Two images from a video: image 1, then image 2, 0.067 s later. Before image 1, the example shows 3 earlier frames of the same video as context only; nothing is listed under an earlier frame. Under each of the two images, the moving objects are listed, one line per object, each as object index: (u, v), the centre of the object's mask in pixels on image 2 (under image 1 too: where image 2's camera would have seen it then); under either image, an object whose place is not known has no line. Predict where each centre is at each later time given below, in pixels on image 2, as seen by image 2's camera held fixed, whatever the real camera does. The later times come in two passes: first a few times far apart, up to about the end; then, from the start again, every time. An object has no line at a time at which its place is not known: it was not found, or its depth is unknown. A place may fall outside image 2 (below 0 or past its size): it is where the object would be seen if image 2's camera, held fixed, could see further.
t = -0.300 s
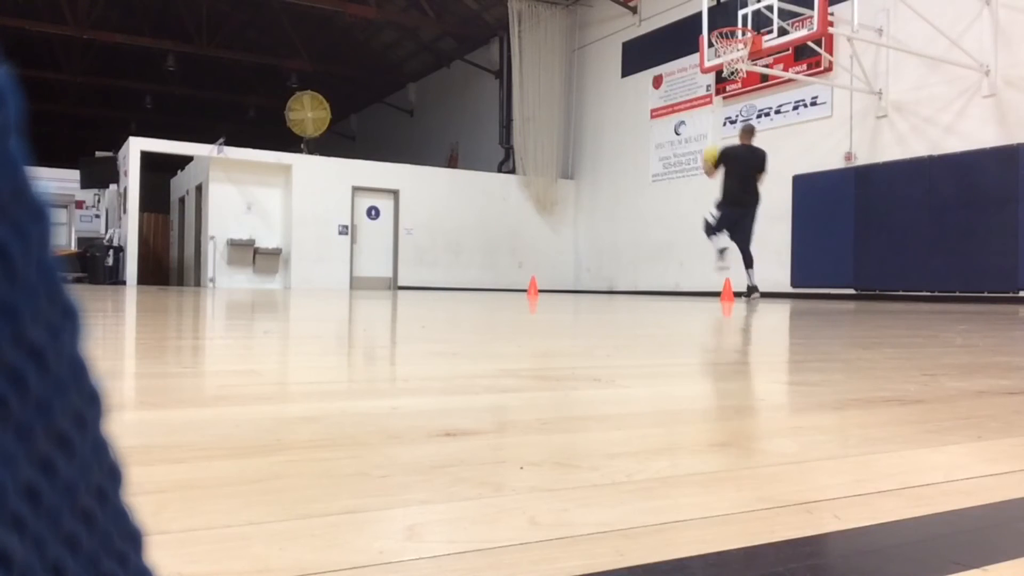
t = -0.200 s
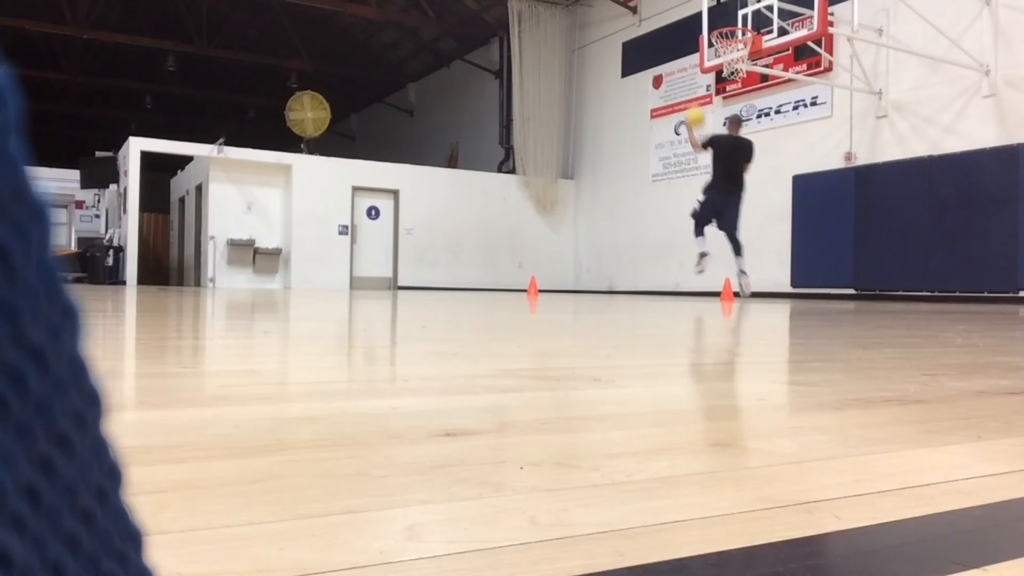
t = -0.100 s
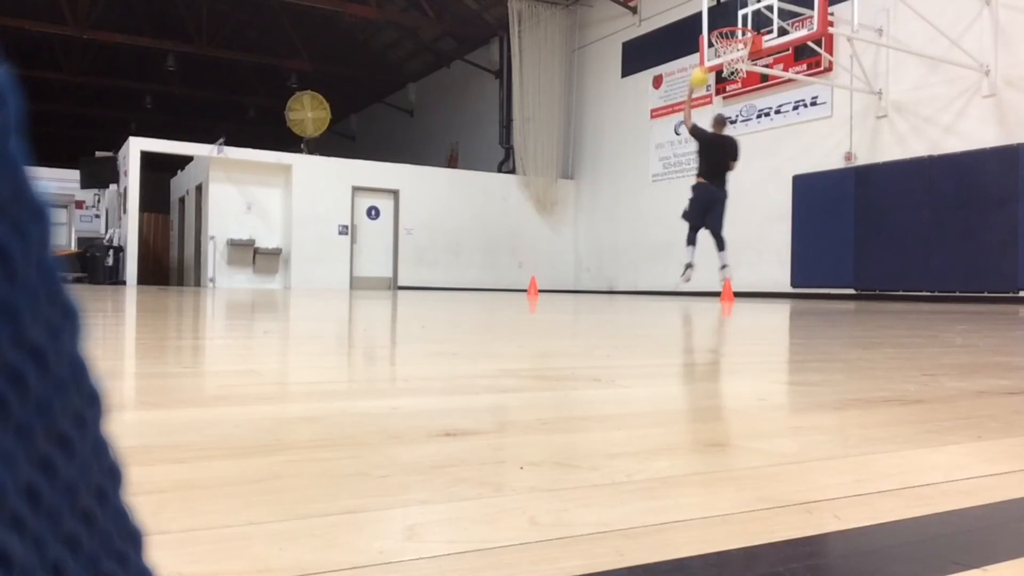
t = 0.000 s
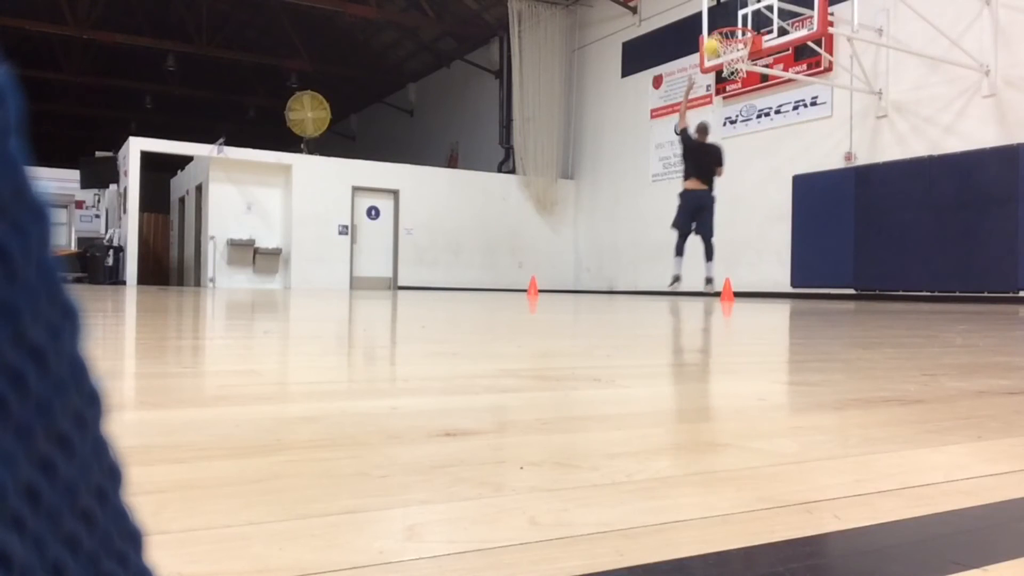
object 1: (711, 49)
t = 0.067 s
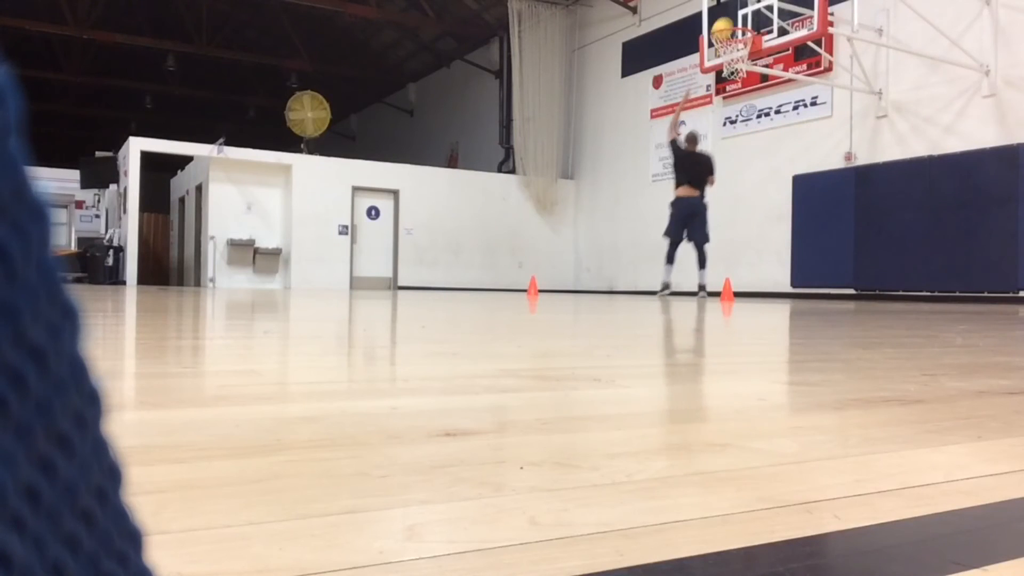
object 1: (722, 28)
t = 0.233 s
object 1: (729, 12)
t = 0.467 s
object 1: (729, 31)
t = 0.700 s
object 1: (728, 90)
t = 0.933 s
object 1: (726, 193)
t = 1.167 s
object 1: (727, 262)
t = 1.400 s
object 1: (732, 202)
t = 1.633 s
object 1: (737, 189)
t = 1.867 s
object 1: (741, 223)
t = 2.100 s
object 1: (744, 283)
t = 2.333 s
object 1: (748, 246)
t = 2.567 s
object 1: (751, 256)
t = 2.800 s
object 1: (754, 278)
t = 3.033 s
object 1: (756, 269)
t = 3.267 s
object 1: (759, 282)
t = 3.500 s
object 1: (761, 287)
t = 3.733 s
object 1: (762, 286)
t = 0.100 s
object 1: (726, 21)
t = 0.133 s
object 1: (729, 17)
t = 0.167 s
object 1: (729, 15)
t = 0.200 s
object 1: (729, 13)
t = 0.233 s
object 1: (729, 12)
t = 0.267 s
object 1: (729, 12)
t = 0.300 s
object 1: (729, 13)
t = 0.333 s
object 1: (729, 15)
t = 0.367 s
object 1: (729, 18)
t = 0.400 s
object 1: (729, 20)
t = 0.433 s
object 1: (729, 26)
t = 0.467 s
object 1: (729, 31)
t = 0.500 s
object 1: (728, 37)
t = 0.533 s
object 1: (728, 45)
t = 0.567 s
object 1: (728, 55)
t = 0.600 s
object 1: (728, 64)
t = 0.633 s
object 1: (728, 73)
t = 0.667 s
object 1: (727, 80)
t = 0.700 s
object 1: (728, 90)
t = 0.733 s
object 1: (727, 101)
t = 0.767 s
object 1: (728, 114)
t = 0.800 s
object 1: (727, 129)
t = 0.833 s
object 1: (727, 143)
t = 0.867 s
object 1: (727, 158)
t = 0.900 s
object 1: (727, 175)
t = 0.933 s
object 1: (726, 193)
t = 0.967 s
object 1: (726, 212)
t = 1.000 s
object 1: (726, 232)
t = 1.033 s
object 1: (726, 254)
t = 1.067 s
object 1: (725, 272)
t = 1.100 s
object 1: (723, 285)
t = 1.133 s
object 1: (726, 273)
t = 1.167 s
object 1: (727, 262)
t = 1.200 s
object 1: (728, 251)
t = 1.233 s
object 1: (729, 241)
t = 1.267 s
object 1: (730, 231)
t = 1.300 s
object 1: (730, 223)
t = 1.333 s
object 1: (731, 215)
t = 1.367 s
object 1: (732, 208)
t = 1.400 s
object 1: (732, 202)
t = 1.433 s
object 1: (733, 198)
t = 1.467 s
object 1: (734, 194)
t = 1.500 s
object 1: (735, 190)
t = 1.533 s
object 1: (735, 189)
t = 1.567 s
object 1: (736, 188)
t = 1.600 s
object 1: (736, 188)
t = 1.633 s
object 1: (737, 189)
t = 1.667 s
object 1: (737, 191)
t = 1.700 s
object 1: (738, 194)
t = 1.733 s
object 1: (739, 198)
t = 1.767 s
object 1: (739, 203)
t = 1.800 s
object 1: (740, 208)
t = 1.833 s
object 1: (740, 215)
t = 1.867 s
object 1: (741, 223)
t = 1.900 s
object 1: (741, 232)
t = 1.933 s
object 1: (741, 242)
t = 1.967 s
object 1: (742, 252)
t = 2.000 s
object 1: (742, 265)
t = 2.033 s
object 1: (743, 277)
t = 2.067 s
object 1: (744, 288)
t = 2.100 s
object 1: (744, 283)
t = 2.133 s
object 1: (744, 274)
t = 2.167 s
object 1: (745, 267)
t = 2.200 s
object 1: (746, 261)
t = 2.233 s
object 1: (746, 256)
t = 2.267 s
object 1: (747, 252)
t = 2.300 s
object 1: (747, 248)
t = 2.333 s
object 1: (748, 246)
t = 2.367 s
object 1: (748, 244)
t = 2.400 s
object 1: (749, 244)
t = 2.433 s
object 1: (749, 244)
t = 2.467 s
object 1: (750, 246)
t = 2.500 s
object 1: (751, 248)
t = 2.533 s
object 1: (751, 252)
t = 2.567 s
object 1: (751, 256)
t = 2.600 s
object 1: (752, 262)
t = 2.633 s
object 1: (752, 268)
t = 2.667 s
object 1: (753, 276)
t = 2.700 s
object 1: (753, 285)
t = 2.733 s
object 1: (753, 289)
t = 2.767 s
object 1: (754, 284)
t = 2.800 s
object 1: (754, 278)
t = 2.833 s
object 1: (754, 274)
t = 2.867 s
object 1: (755, 271)
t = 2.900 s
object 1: (755, 268)
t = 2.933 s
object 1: (756, 267)
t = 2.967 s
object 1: (756, 267)
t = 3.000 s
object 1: (756, 268)
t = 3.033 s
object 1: (756, 269)
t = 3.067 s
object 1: (757, 272)
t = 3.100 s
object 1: (757, 276)
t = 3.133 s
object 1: (757, 280)
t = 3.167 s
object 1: (757, 286)
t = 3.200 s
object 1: (758, 289)
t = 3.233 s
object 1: (758, 286)
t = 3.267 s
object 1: (759, 282)
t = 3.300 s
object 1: (759, 280)
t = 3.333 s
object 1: (759, 278)
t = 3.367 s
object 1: (760, 278)
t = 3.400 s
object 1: (760, 279)
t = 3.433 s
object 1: (760, 280)
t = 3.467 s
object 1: (760, 283)
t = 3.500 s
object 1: (761, 287)
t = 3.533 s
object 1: (761, 289)
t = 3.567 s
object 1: (761, 287)
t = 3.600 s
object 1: (761, 285)
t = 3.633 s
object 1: (762, 284)
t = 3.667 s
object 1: (762, 283)
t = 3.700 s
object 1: (762, 284)
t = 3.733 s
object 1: (762, 286)
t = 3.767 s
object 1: (763, 289)
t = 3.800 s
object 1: (763, 288)
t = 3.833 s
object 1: (763, 287)
